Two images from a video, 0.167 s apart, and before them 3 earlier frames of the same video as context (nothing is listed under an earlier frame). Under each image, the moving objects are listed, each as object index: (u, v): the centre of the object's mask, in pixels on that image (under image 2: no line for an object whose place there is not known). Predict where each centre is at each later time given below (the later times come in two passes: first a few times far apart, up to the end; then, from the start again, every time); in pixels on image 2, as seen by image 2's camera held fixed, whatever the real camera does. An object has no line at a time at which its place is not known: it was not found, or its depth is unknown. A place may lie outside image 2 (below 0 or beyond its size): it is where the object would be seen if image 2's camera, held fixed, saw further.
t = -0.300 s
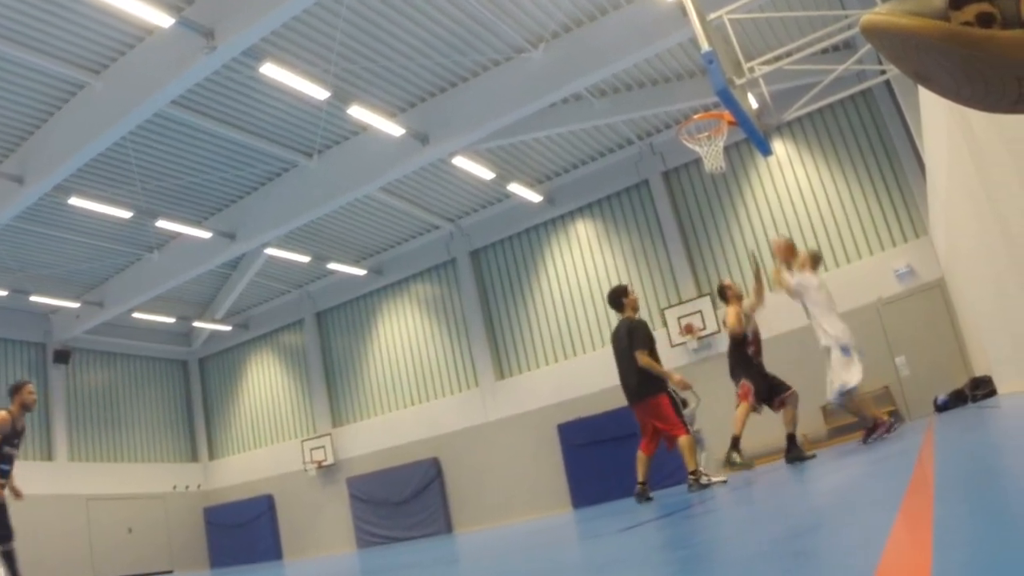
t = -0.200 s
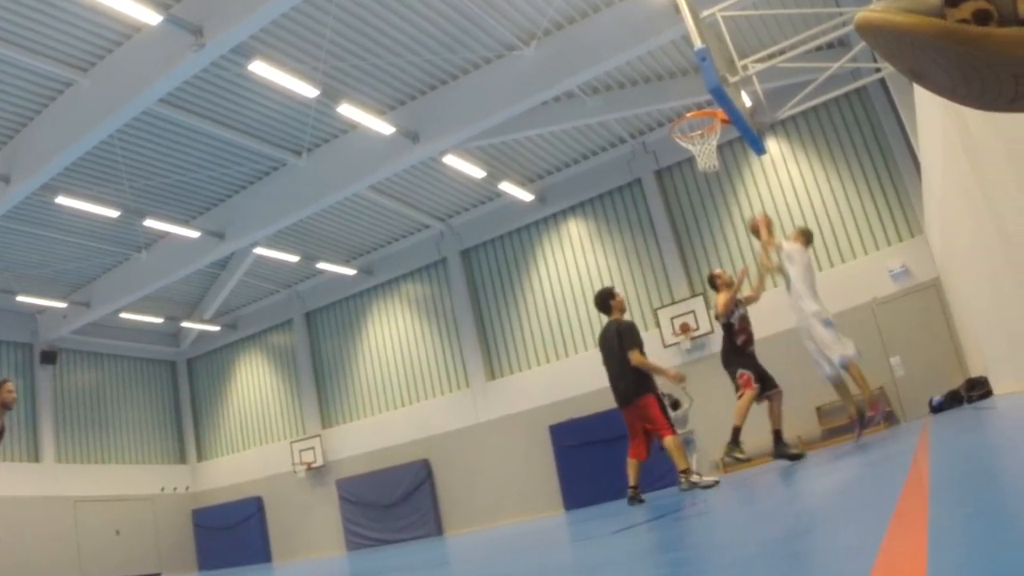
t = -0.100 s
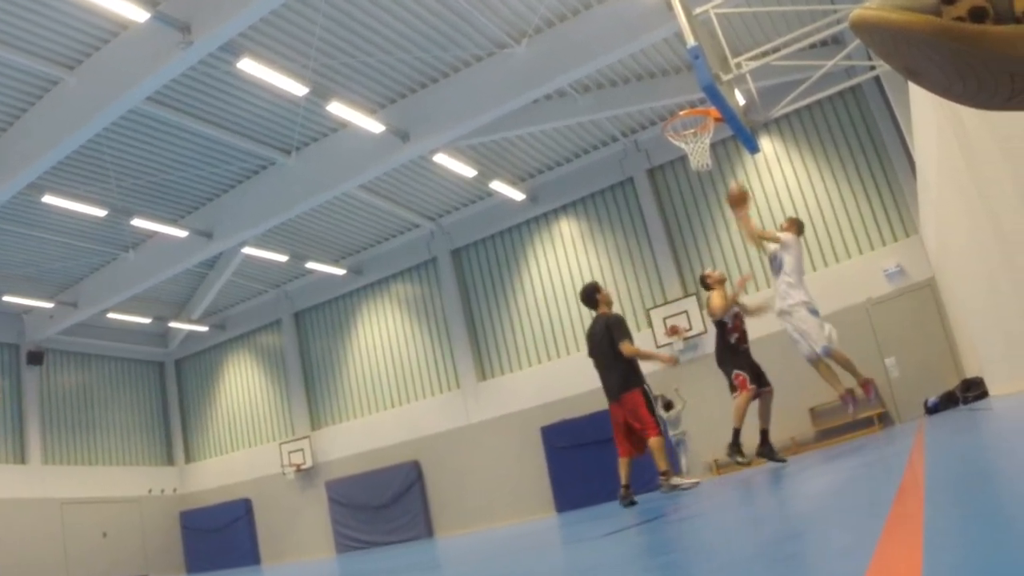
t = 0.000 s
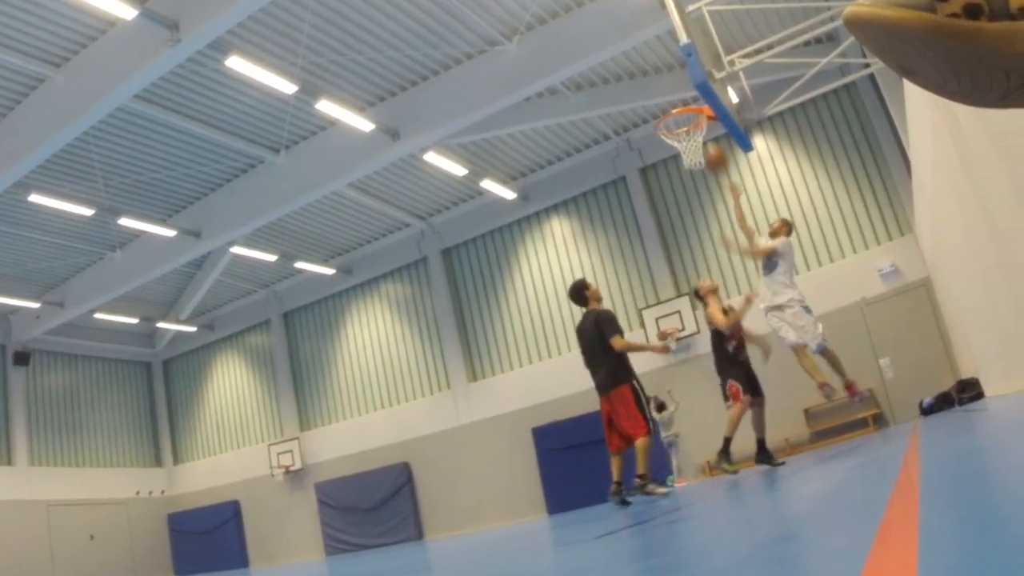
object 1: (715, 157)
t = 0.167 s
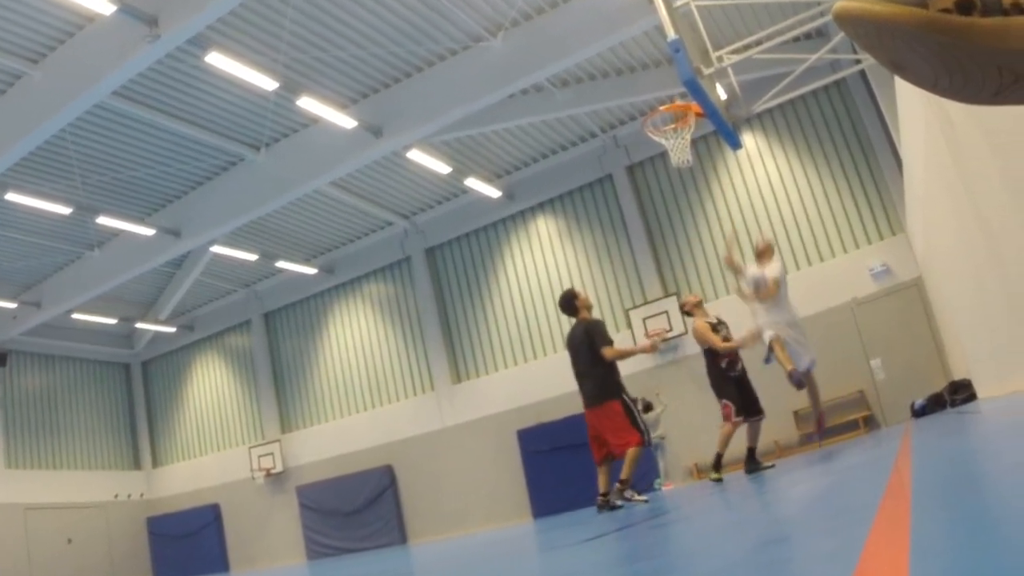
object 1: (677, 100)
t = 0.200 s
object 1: (679, 97)
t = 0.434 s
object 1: (670, 93)
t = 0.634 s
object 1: (669, 120)
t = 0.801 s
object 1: (684, 171)
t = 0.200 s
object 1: (679, 97)
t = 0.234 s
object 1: (676, 96)
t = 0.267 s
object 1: (674, 95)
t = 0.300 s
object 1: (673, 93)
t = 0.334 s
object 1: (672, 92)
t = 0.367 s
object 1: (671, 92)
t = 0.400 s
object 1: (671, 92)
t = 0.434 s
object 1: (670, 93)
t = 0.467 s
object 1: (671, 93)
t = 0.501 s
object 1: (671, 94)
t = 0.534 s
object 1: (671, 106)
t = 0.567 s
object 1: (673, 110)
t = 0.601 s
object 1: (669, 120)
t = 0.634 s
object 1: (669, 120)
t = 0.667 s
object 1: (674, 141)
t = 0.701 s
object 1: (679, 154)
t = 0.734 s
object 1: (679, 156)
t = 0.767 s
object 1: (682, 165)
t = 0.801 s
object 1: (684, 171)
